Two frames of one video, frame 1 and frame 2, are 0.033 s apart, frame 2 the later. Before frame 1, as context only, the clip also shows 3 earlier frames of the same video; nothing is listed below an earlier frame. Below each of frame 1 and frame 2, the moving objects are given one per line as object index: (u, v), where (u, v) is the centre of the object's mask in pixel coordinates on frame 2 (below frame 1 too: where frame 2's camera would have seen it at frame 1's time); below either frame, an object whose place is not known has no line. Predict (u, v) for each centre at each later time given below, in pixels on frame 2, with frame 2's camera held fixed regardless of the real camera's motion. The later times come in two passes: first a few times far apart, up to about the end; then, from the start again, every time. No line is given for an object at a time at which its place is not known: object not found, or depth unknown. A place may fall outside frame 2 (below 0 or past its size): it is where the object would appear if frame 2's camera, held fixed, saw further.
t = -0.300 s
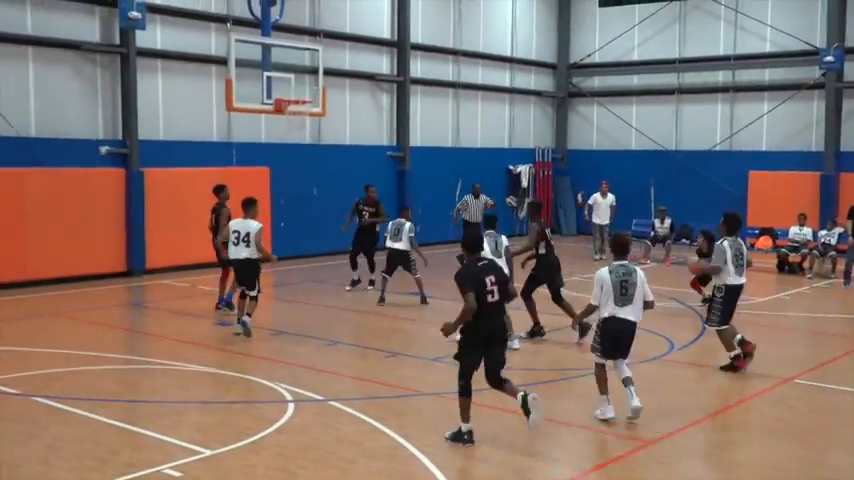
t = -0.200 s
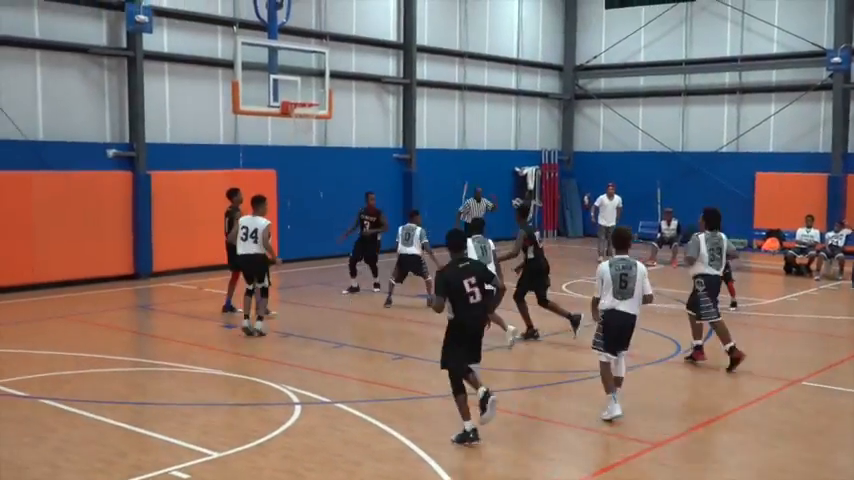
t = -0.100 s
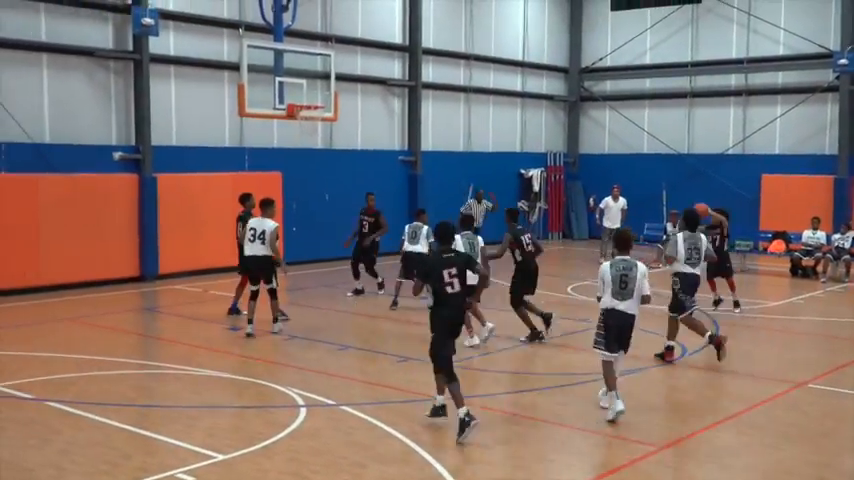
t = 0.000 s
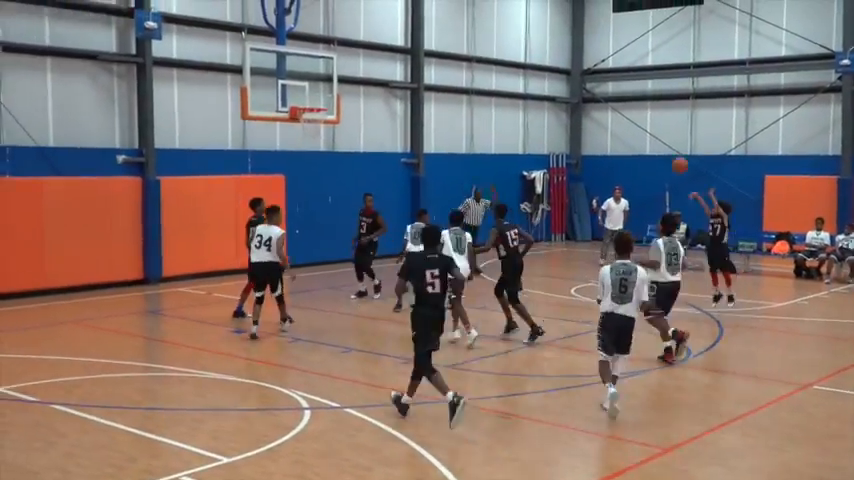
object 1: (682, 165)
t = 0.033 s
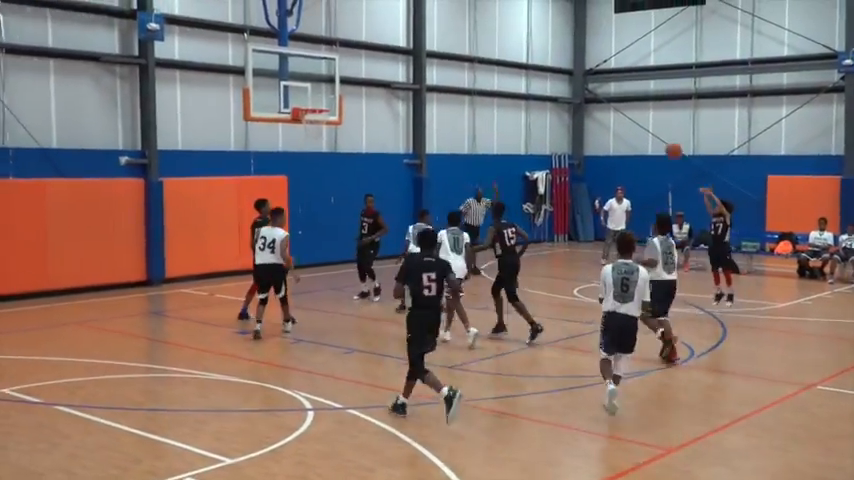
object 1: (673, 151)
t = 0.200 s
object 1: (629, 84)
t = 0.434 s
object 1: (568, 21)
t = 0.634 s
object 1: (514, -4)
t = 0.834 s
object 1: (459, 1)
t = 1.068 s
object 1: (397, 40)
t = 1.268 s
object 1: (344, 96)
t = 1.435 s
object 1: (364, 130)
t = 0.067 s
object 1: (664, 136)
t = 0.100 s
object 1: (655, 122)
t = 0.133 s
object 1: (646, 109)
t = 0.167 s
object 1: (637, 96)
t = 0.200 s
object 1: (629, 84)
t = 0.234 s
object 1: (619, 72)
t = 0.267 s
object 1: (612, 62)
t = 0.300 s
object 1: (602, 52)
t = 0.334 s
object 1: (594, 43)
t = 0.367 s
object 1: (585, 35)
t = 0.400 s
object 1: (576, 28)
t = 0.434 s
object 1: (568, 21)
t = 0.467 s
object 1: (559, 15)
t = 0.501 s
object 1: (550, 10)
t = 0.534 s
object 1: (541, 6)
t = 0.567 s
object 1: (533, 2)
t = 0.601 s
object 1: (524, -1)
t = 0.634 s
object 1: (514, -4)
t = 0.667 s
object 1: (505, -5)
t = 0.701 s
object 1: (496, -7)
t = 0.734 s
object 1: (486, -5)
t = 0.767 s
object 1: (478, -4)
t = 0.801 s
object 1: (469, -2)
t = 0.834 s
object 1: (459, 1)
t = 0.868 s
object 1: (450, 4)
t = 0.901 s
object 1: (441, 8)
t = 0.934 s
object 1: (432, 12)
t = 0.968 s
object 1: (423, 19)
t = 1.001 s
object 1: (414, 26)
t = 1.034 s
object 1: (405, 34)
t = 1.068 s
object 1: (397, 40)
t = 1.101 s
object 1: (388, 47)
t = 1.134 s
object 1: (379, 56)
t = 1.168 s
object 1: (371, 65)
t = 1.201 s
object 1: (363, 75)
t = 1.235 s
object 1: (355, 85)
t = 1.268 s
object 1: (344, 96)
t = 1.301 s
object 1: (337, 107)
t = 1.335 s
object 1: (339, 114)
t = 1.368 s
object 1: (347, 119)
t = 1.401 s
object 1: (356, 124)
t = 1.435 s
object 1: (364, 130)
